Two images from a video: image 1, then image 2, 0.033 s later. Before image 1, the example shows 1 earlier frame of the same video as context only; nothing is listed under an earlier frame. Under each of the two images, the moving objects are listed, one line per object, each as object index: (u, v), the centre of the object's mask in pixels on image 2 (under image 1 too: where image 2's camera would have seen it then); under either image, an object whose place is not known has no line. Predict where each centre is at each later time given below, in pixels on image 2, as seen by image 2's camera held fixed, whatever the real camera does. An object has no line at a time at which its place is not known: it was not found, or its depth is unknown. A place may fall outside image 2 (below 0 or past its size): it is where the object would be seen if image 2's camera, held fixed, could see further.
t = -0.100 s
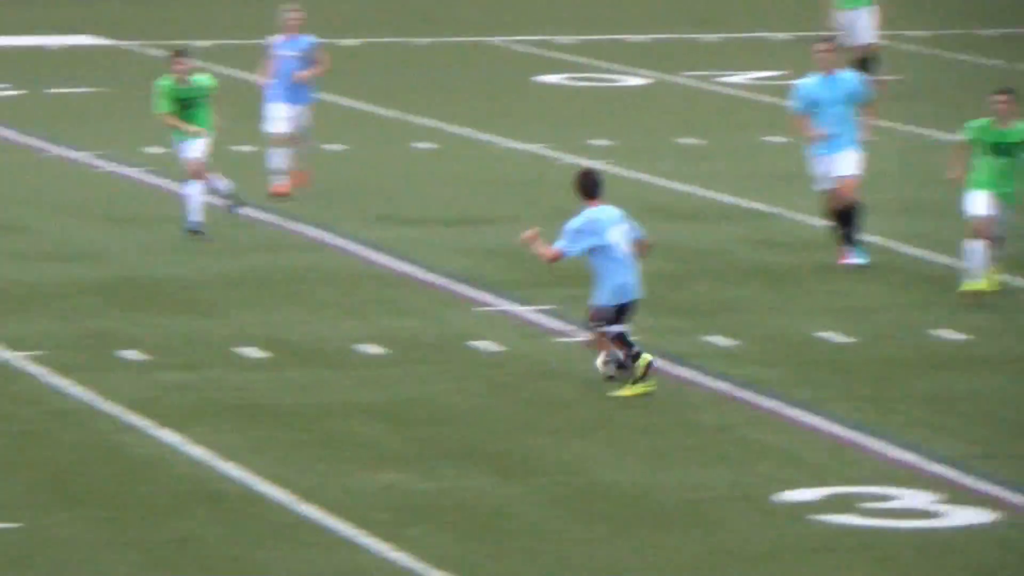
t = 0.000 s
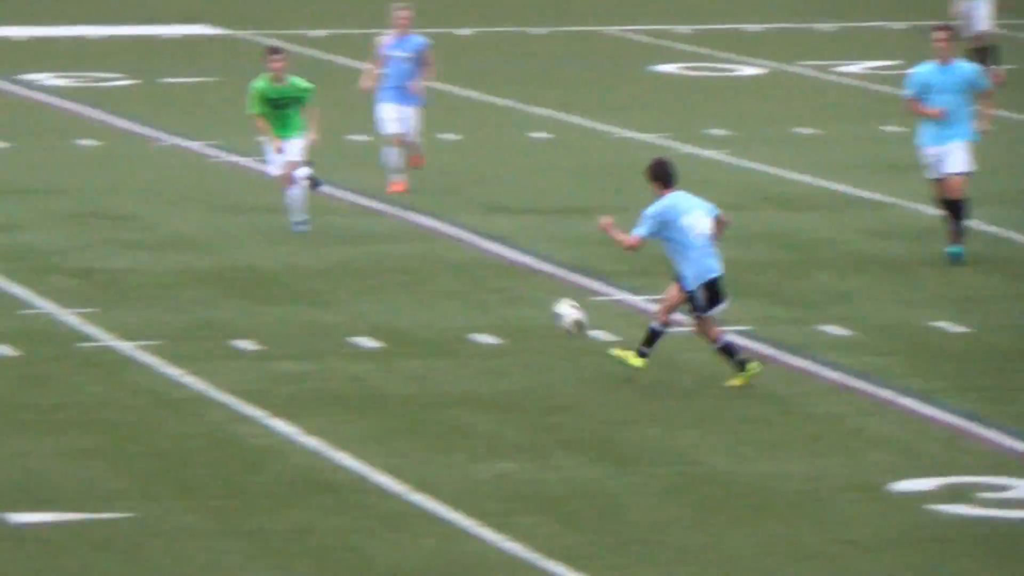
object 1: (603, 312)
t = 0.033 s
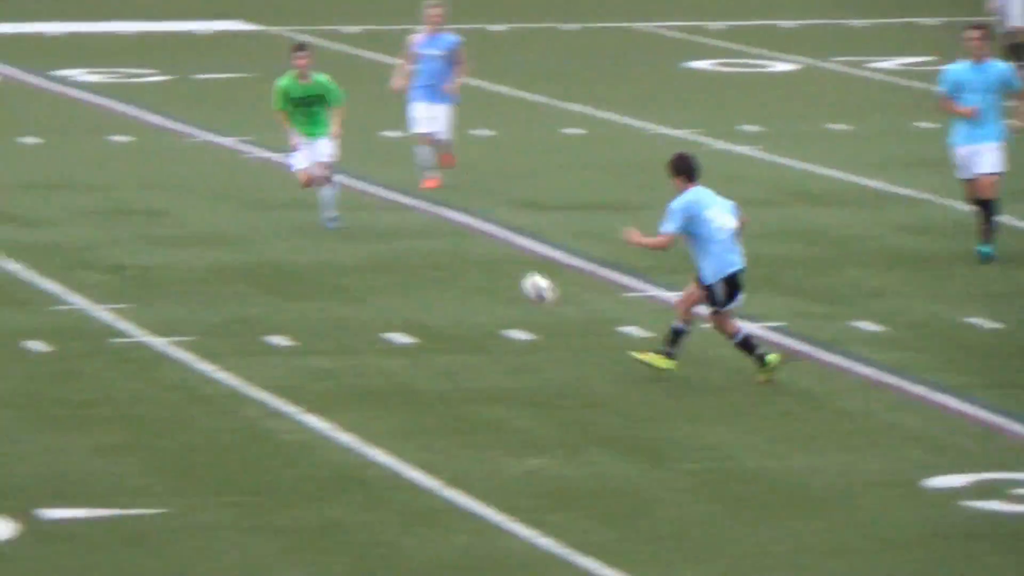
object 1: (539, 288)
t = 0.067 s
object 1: (478, 267)
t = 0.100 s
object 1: (416, 251)
